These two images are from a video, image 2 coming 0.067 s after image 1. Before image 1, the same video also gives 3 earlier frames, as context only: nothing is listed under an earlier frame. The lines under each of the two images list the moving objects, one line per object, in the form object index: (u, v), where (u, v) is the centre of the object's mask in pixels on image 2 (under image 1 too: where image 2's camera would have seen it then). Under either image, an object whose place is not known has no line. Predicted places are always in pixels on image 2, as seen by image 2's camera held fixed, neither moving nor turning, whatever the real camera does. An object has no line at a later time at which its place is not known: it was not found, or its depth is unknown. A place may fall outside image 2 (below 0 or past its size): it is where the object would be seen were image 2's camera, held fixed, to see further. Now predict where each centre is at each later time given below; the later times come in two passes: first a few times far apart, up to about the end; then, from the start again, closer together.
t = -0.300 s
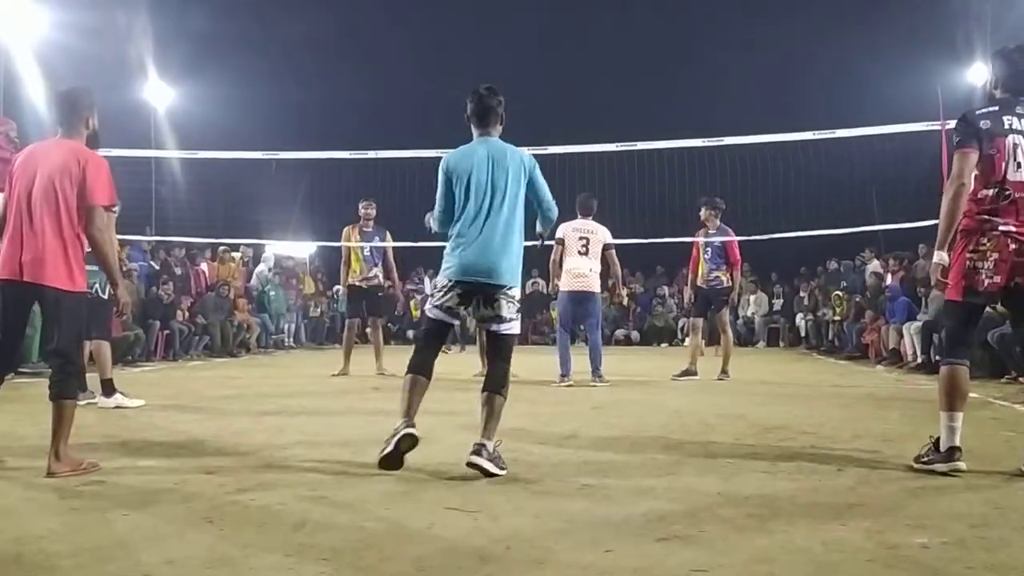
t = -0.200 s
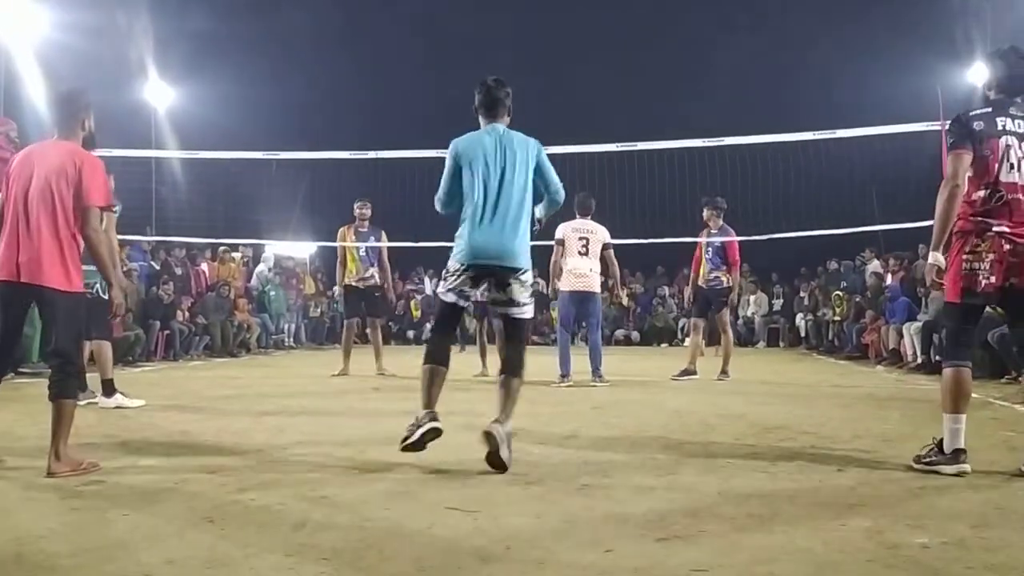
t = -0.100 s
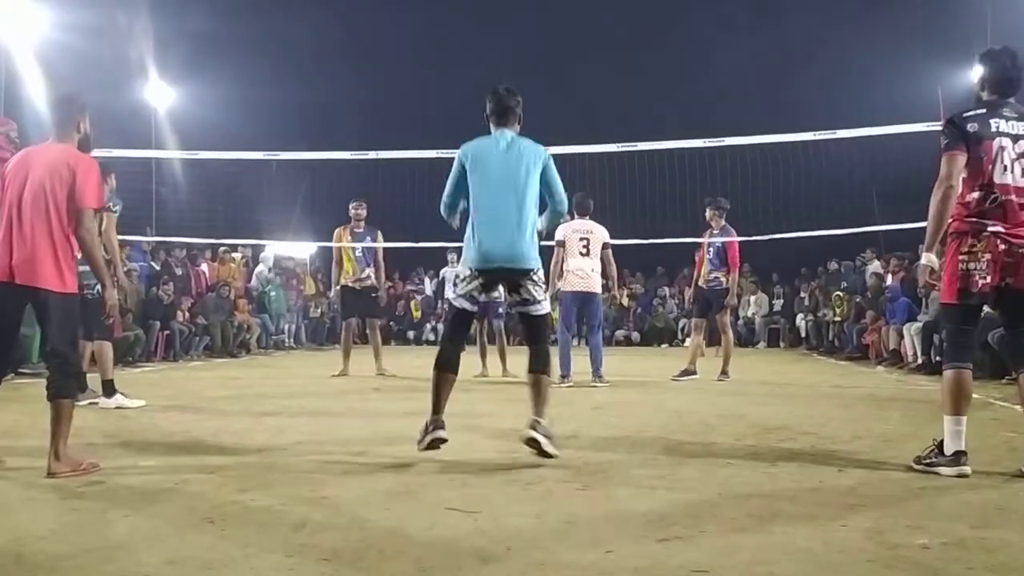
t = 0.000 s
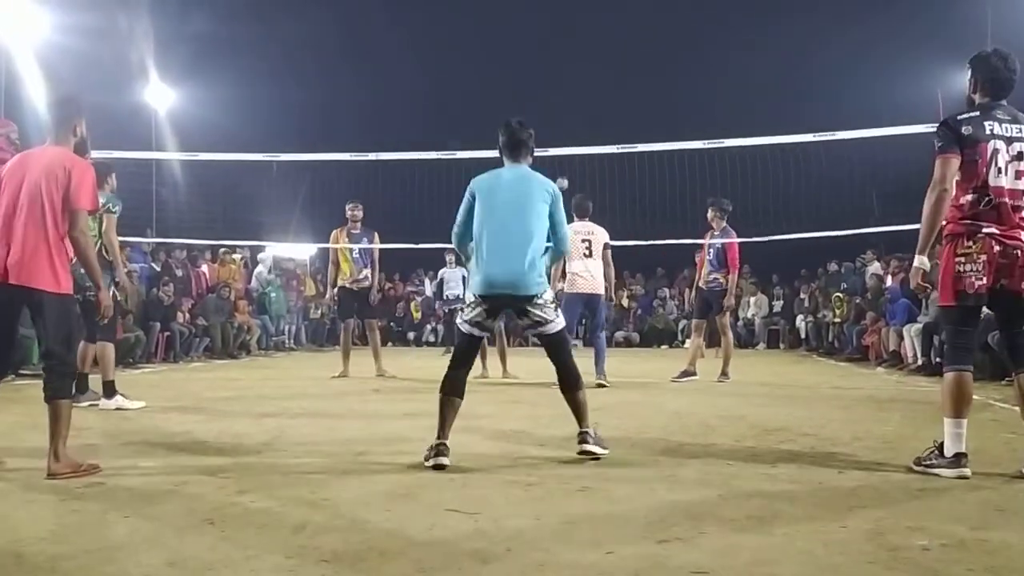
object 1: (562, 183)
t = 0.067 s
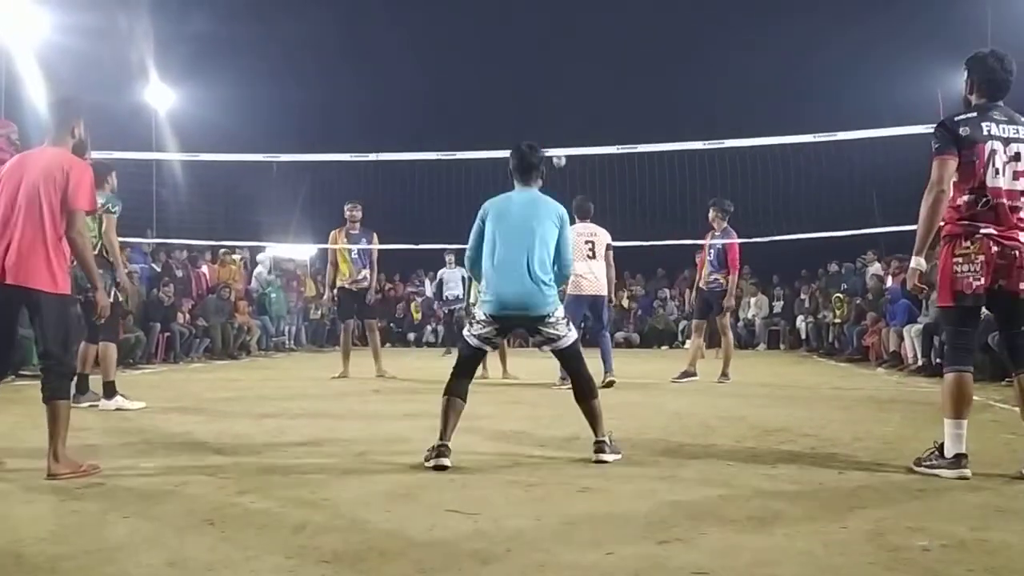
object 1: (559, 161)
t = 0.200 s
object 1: (551, 116)
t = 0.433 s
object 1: (535, 51)
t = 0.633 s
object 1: (519, 10)
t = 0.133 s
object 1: (555, 139)
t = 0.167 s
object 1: (553, 127)
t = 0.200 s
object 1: (551, 116)
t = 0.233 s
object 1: (548, 107)
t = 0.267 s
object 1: (546, 97)
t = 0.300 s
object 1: (544, 87)
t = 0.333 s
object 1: (542, 78)
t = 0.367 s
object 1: (539, 69)
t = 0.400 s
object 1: (537, 60)
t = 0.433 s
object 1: (535, 51)
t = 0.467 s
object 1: (533, 43)
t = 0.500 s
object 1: (531, 36)
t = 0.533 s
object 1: (528, 28)
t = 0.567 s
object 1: (526, 22)
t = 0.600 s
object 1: (523, 15)
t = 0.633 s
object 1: (519, 10)
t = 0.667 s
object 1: (516, 6)
